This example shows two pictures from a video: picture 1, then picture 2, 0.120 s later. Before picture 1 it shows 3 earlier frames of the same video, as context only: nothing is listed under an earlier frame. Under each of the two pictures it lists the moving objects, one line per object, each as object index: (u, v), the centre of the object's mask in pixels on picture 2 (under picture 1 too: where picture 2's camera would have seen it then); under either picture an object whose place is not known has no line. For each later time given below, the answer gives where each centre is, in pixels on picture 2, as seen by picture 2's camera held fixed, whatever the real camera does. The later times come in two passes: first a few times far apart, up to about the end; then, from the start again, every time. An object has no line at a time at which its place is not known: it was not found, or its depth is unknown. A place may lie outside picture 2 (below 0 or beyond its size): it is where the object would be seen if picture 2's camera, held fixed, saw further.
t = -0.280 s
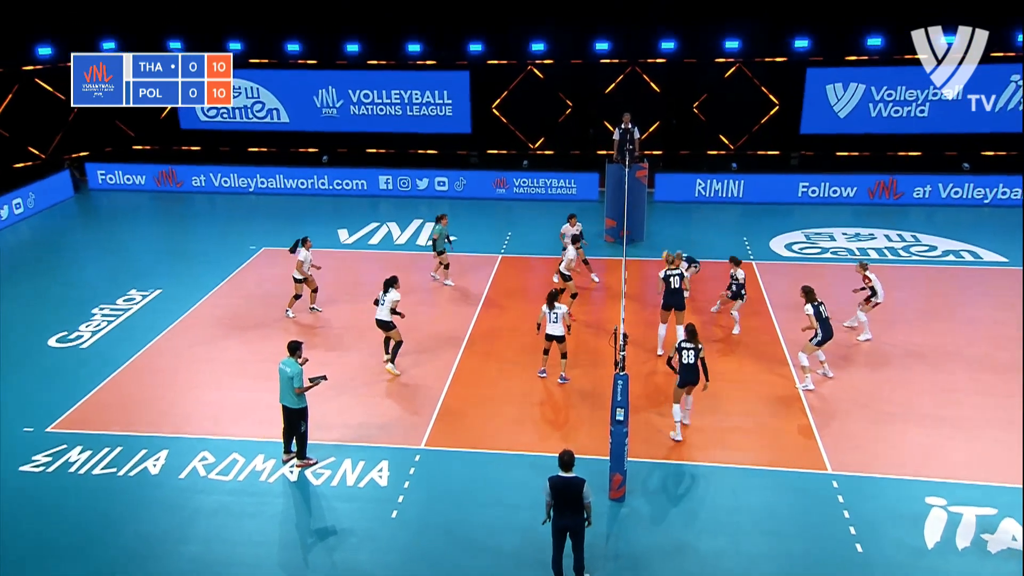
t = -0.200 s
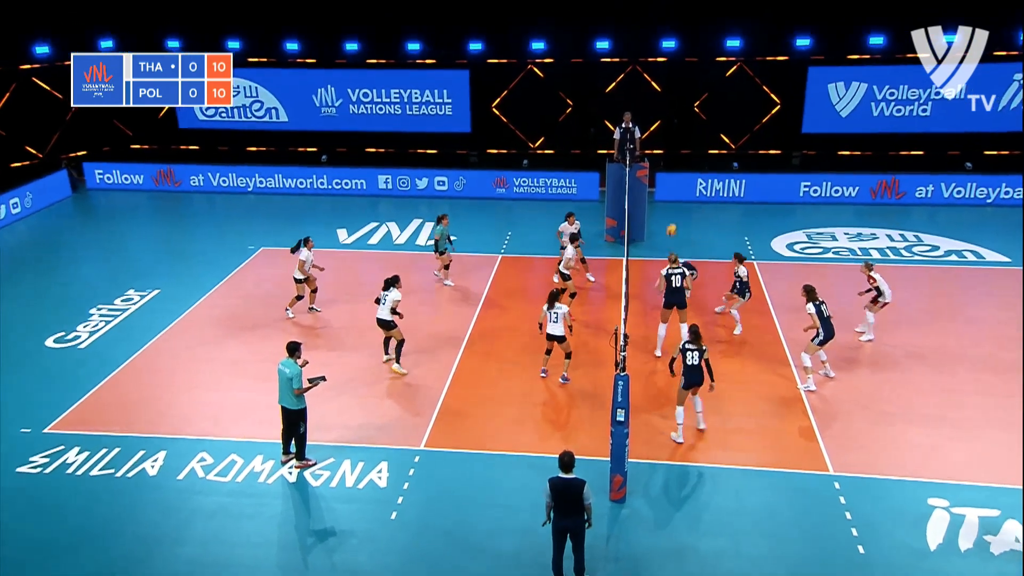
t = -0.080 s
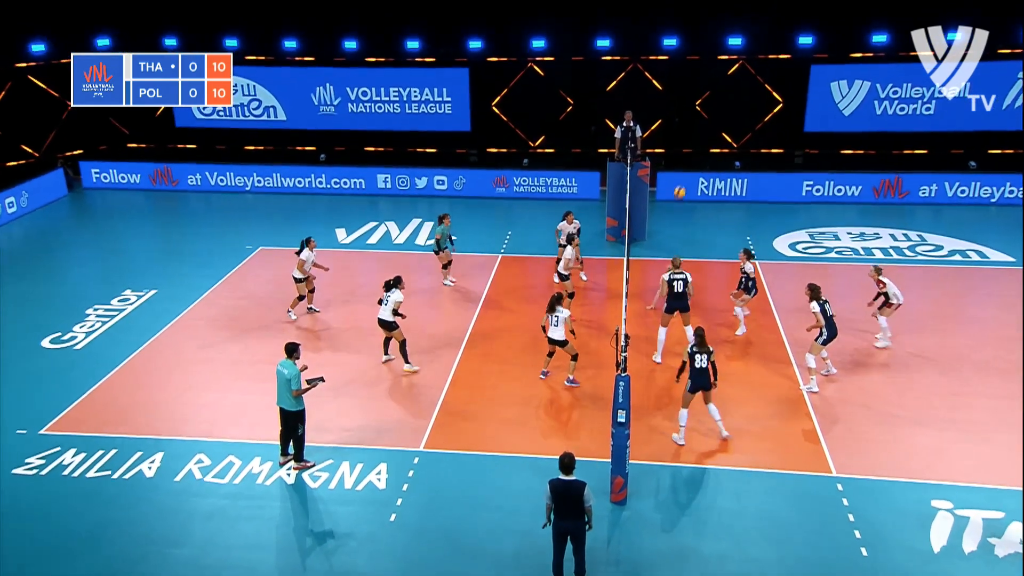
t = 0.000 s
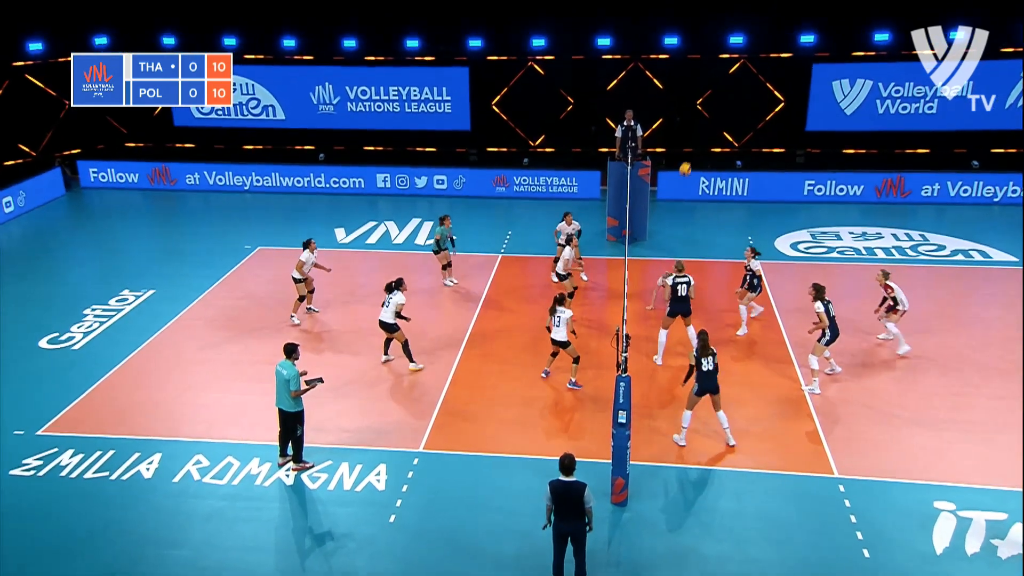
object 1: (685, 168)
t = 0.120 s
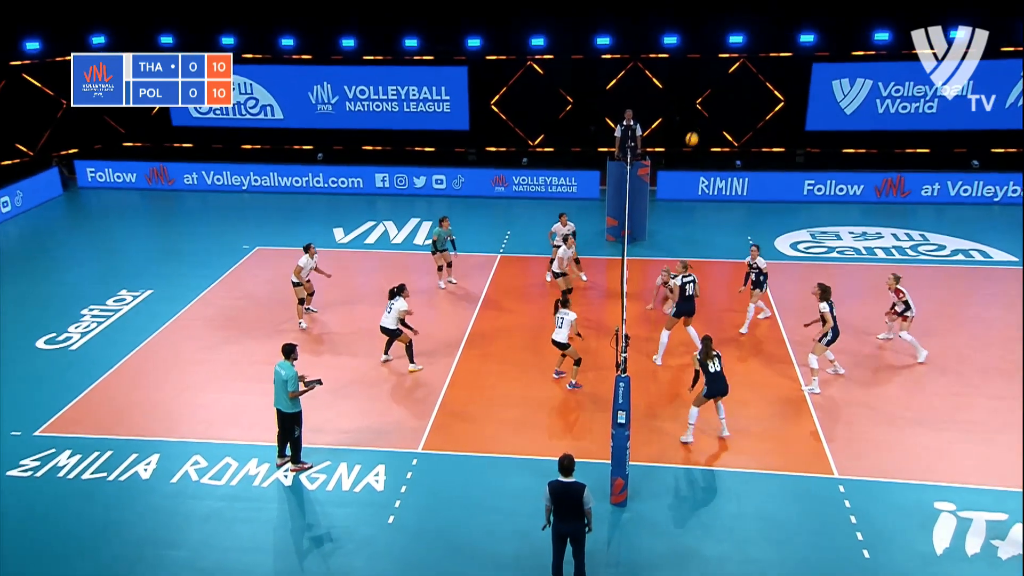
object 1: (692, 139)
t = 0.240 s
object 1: (699, 115)
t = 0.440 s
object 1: (711, 90)
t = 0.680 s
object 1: (725, 91)
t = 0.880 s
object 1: (736, 122)
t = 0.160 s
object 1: (694, 130)
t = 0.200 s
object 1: (697, 122)
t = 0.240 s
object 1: (699, 115)
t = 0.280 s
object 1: (702, 108)
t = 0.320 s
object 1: (703, 103)
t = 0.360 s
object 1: (706, 97)
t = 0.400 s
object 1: (709, 93)
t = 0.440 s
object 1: (711, 90)
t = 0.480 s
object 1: (714, 88)
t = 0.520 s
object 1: (716, 86)
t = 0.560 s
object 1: (718, 86)
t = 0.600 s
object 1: (721, 87)
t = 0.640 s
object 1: (723, 88)
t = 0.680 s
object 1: (725, 91)
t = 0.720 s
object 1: (727, 95)
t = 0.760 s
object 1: (730, 100)
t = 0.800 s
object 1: (732, 106)
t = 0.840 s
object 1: (734, 113)
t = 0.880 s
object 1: (736, 122)
